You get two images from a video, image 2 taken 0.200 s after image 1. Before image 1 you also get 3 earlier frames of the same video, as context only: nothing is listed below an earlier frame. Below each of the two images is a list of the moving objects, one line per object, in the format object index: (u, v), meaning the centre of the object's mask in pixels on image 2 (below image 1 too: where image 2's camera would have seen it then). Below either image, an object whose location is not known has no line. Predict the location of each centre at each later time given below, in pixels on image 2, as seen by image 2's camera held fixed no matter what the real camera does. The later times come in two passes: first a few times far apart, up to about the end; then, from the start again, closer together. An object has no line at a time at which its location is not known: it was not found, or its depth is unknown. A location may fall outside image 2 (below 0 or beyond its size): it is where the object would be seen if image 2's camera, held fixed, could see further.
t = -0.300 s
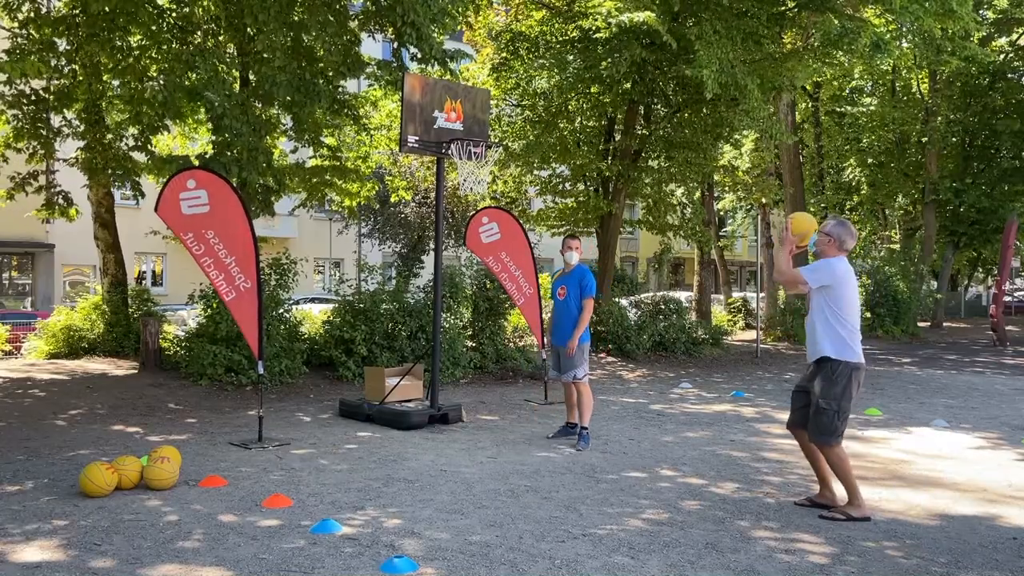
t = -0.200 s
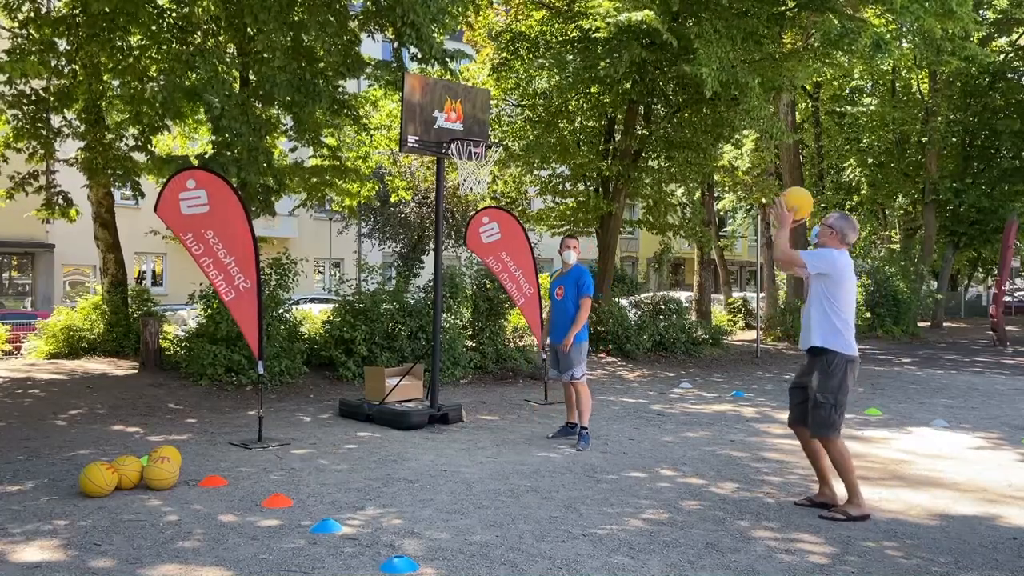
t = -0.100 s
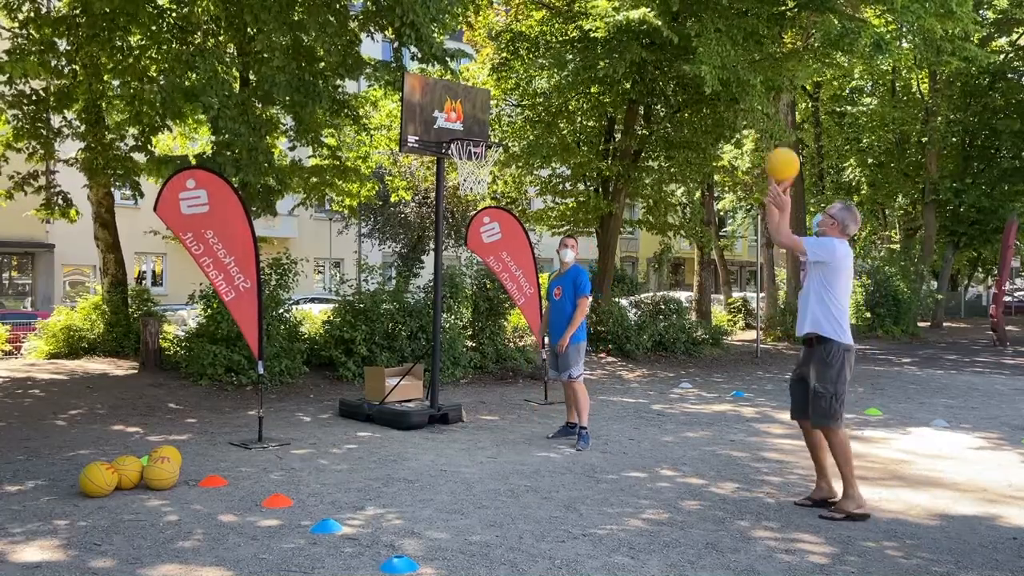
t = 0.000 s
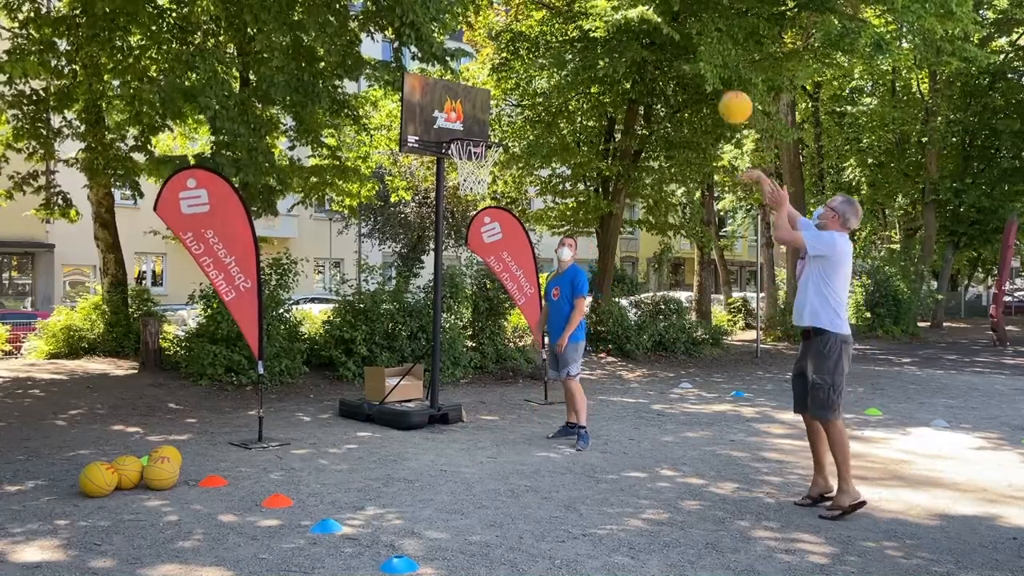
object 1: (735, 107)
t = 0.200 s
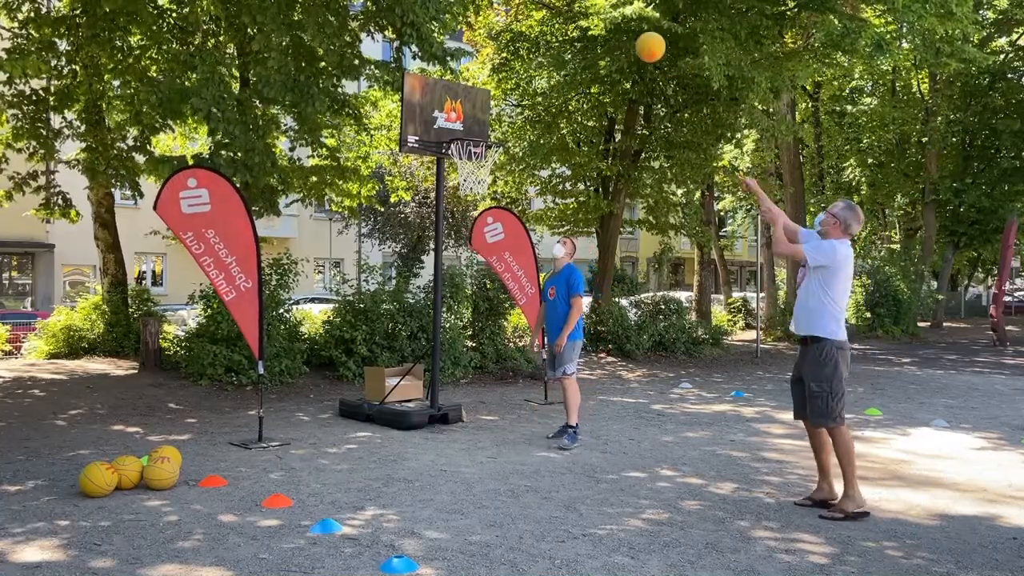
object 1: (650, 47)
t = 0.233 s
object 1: (637, 43)
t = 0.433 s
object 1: (568, 51)
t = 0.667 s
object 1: (498, 115)
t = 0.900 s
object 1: (458, 182)
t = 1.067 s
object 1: (447, 223)
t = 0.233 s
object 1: (637, 43)
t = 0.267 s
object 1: (625, 41)
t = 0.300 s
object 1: (613, 40)
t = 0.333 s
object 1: (601, 41)
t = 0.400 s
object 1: (578, 47)
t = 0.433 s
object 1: (568, 51)
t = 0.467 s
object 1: (557, 57)
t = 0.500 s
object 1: (546, 64)
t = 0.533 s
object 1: (536, 72)
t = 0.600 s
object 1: (516, 92)
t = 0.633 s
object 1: (507, 103)
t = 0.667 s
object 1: (498, 115)
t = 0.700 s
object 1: (488, 128)
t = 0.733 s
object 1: (480, 142)
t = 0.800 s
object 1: (468, 166)
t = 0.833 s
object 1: (463, 173)
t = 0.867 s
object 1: (462, 178)
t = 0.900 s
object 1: (458, 182)
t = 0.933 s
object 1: (455, 186)
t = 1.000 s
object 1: (451, 201)
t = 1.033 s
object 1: (449, 212)
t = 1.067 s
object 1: (447, 223)
